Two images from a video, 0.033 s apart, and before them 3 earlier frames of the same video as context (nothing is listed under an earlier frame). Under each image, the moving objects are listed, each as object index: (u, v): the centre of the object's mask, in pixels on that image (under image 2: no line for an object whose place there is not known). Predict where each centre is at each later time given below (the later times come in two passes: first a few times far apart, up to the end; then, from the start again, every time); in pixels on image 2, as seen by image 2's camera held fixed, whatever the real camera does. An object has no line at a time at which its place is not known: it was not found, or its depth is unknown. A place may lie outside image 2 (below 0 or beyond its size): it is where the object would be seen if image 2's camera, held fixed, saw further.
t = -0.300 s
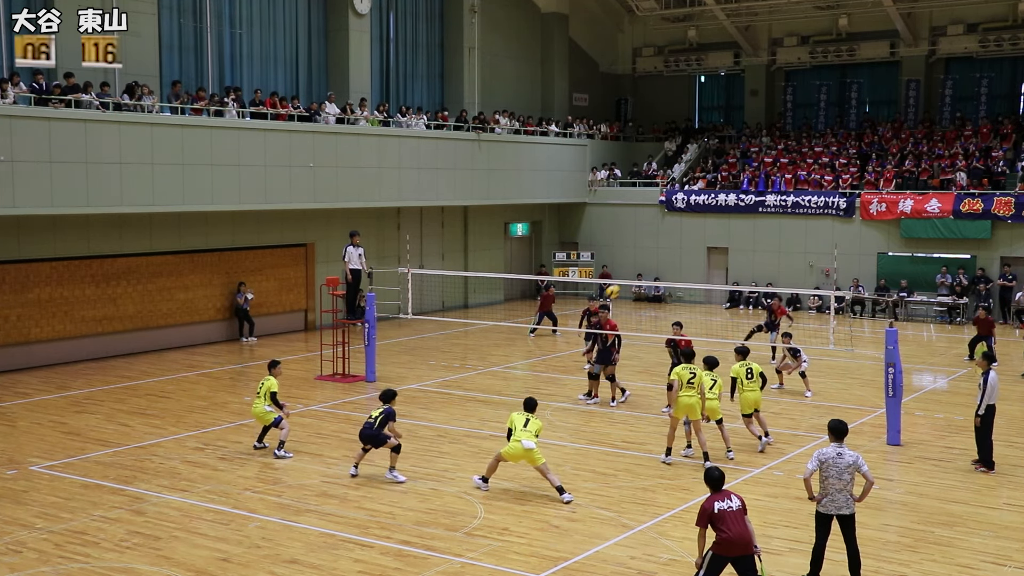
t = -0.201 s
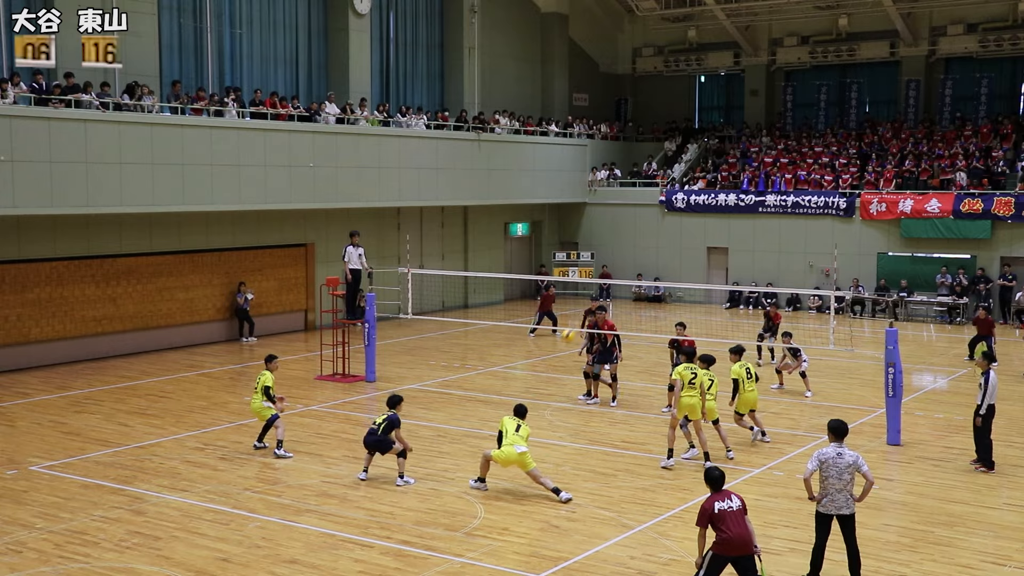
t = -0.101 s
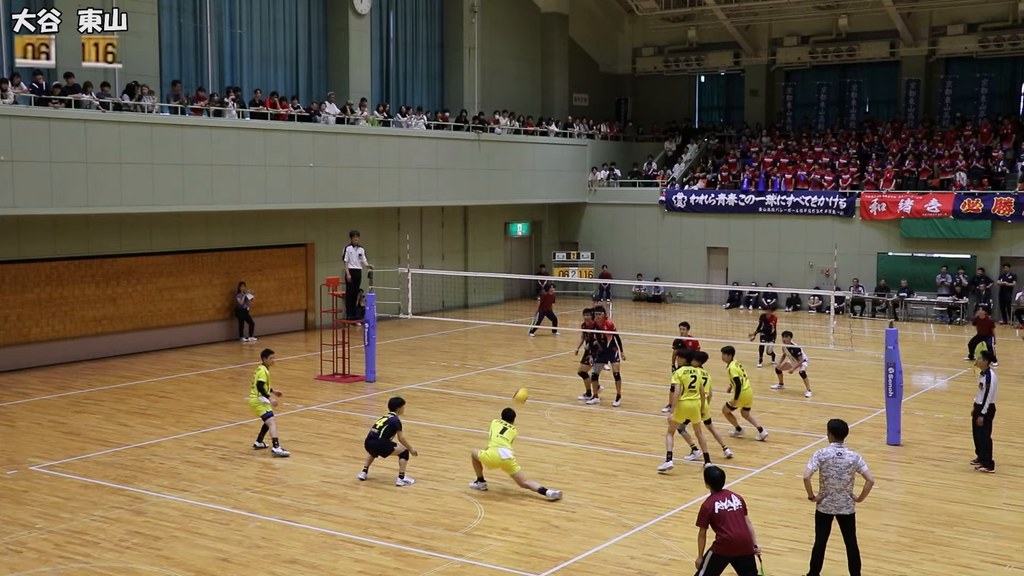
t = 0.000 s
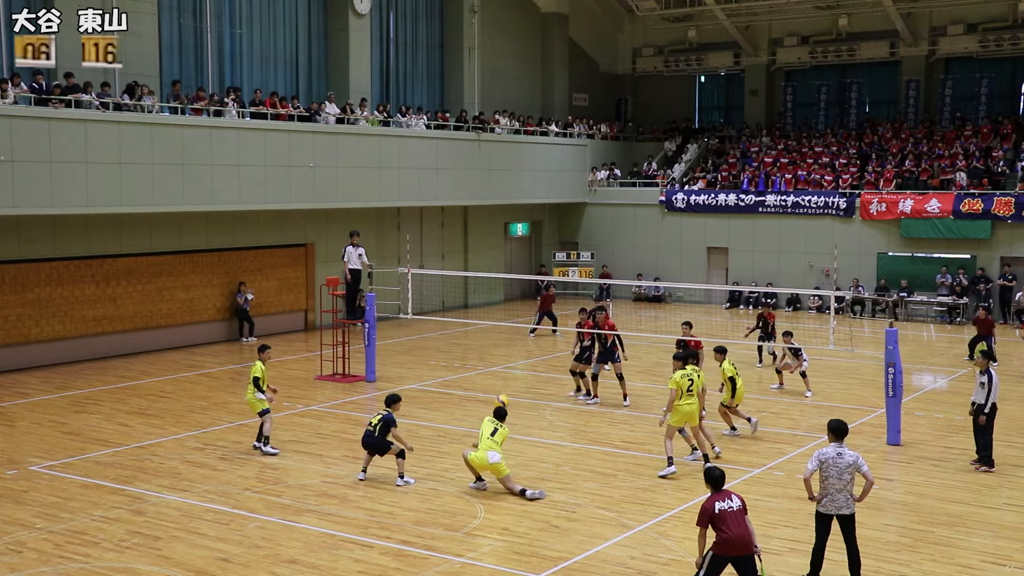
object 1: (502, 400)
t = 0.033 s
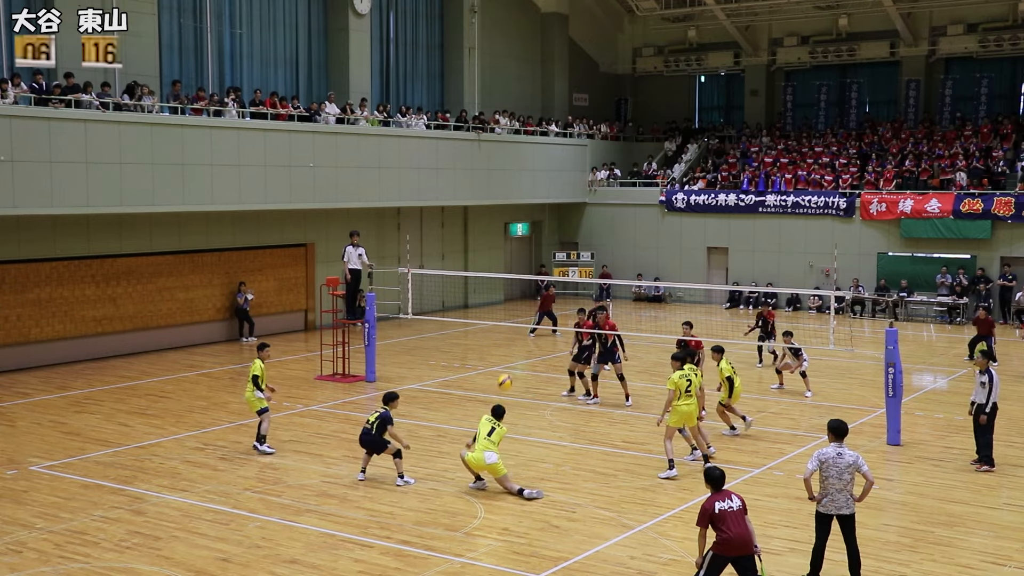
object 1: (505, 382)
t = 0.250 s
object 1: (530, 275)
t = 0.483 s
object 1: (555, 200)
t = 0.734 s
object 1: (580, 161)
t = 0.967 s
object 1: (601, 161)
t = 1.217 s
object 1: (623, 196)
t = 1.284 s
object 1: (629, 211)
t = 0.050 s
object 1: (507, 373)
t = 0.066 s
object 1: (509, 362)
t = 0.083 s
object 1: (512, 353)
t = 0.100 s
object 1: (513, 345)
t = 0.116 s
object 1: (515, 335)
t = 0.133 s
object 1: (517, 327)
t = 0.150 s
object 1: (519, 318)
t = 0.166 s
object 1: (521, 311)
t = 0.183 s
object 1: (523, 303)
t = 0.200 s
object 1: (524, 296)
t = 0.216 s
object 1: (526, 289)
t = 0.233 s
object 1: (528, 282)
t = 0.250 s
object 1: (530, 275)
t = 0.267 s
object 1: (532, 268)
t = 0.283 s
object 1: (534, 262)
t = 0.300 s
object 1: (536, 255)
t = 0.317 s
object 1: (538, 249)
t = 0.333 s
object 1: (539, 243)
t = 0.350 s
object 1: (541, 238)
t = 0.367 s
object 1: (543, 233)
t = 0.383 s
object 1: (545, 227)
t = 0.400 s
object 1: (546, 222)
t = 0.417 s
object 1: (548, 218)
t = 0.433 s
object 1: (550, 213)
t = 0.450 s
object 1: (552, 208)
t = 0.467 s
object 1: (553, 204)
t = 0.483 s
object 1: (555, 200)
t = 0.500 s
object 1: (557, 196)
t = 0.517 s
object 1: (559, 192)
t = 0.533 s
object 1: (560, 189)
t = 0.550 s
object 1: (562, 185)
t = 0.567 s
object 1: (564, 182)
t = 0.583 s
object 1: (565, 179)
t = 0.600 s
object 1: (567, 177)
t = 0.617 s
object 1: (569, 174)
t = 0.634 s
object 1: (570, 172)
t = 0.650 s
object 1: (572, 170)
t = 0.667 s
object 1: (573, 168)
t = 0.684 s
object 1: (575, 166)
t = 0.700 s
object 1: (577, 164)
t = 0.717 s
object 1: (578, 163)
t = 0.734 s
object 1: (580, 161)
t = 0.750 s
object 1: (581, 160)
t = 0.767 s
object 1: (583, 160)
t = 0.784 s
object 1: (585, 159)
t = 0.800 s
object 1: (586, 158)
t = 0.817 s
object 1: (588, 157)
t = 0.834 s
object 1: (589, 157)
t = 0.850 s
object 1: (591, 157)
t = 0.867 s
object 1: (592, 157)
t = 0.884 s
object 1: (594, 158)
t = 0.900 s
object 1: (595, 158)
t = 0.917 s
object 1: (597, 159)
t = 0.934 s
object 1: (598, 159)
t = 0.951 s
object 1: (600, 160)
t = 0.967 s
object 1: (601, 161)
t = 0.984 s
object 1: (603, 162)
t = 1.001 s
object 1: (604, 164)
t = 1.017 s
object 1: (606, 165)
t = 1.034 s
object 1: (607, 167)
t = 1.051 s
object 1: (609, 169)
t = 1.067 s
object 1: (610, 171)
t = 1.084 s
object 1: (612, 173)
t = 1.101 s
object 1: (613, 176)
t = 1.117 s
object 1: (614, 178)
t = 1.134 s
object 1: (616, 181)
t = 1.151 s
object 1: (617, 183)
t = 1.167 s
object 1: (619, 186)
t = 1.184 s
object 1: (620, 189)
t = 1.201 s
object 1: (622, 193)
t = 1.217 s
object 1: (623, 196)
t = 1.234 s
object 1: (624, 199)
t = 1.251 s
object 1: (626, 203)
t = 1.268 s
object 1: (627, 207)
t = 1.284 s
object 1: (629, 211)
